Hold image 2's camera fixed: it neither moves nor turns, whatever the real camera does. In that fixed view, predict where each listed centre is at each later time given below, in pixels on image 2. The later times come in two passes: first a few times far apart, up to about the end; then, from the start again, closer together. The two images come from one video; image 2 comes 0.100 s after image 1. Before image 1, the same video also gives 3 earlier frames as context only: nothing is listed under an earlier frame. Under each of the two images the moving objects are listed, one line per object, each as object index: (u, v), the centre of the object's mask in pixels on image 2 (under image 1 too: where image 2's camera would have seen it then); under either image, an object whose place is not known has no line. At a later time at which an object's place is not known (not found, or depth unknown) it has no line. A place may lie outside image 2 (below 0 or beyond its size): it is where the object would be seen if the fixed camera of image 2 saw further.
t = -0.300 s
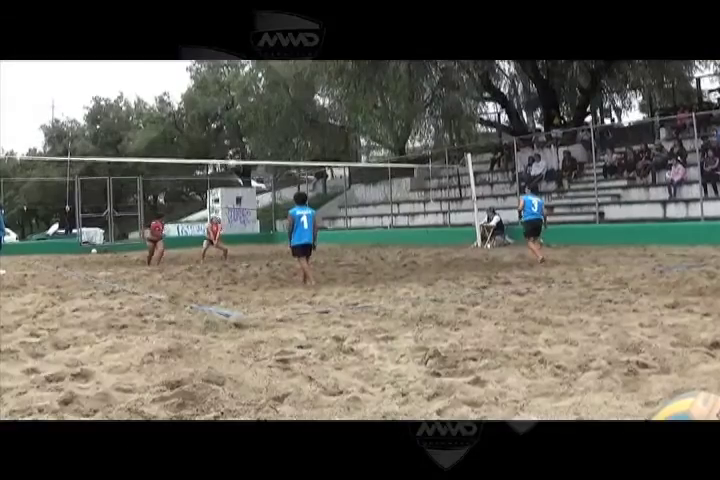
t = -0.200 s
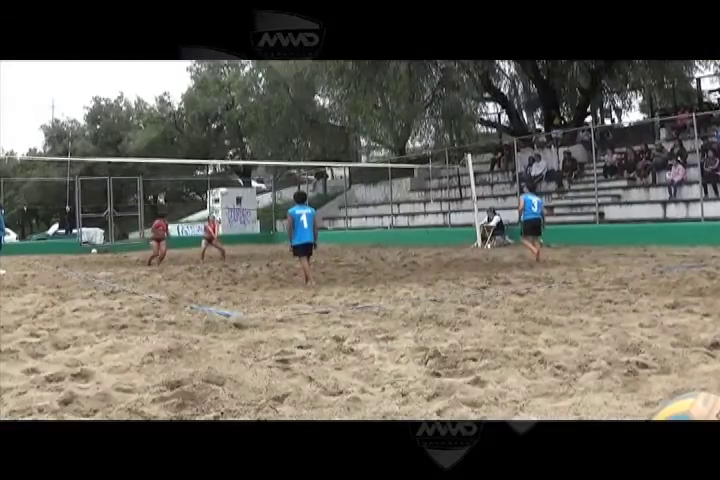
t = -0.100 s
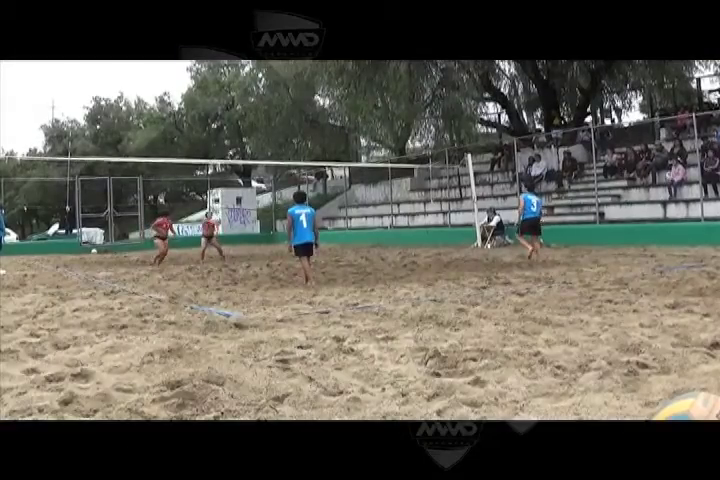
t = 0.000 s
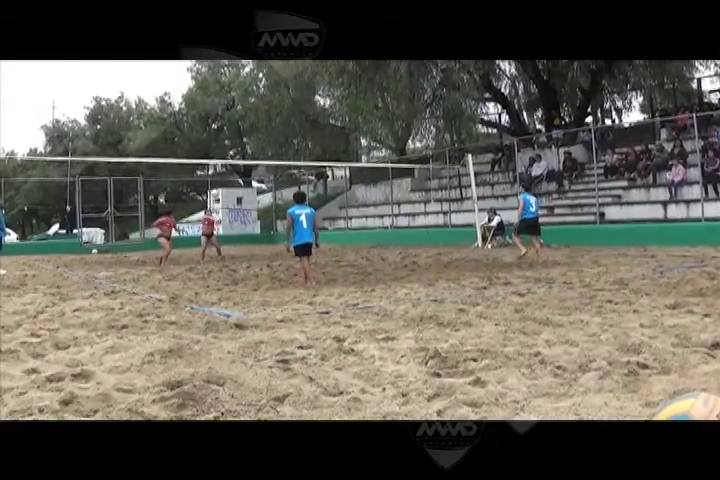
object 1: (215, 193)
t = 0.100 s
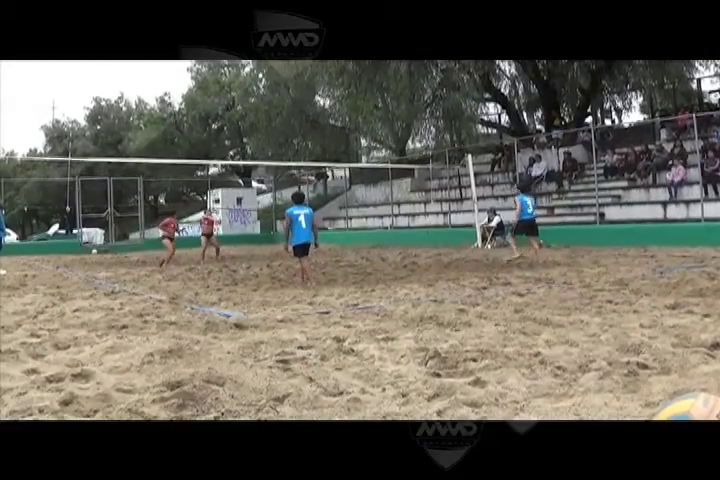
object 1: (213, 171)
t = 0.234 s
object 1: (213, 146)
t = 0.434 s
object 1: (213, 123)
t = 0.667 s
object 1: (212, 112)
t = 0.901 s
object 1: (213, 122)
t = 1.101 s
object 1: (213, 148)
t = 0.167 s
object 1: (214, 157)
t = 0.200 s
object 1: (214, 152)
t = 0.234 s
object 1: (213, 146)
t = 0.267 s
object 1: (213, 141)
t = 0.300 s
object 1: (213, 137)
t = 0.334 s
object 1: (213, 133)
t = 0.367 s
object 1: (213, 129)
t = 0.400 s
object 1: (213, 125)
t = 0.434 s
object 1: (213, 123)
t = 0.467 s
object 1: (213, 121)
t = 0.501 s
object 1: (213, 118)
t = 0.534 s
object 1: (212, 116)
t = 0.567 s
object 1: (212, 115)
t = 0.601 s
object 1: (212, 113)
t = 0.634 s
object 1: (212, 113)
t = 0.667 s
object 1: (212, 112)
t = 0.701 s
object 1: (212, 113)
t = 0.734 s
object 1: (212, 113)
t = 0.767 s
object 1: (212, 114)
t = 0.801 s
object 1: (212, 115)
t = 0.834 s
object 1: (212, 117)
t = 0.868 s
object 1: (212, 119)
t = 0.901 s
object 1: (213, 122)
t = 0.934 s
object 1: (213, 125)
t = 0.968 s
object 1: (213, 129)
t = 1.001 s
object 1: (213, 133)
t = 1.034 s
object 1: (213, 138)
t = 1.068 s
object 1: (213, 142)
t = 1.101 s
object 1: (213, 148)
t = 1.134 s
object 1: (213, 154)
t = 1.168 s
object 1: (213, 159)
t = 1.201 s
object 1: (214, 166)
